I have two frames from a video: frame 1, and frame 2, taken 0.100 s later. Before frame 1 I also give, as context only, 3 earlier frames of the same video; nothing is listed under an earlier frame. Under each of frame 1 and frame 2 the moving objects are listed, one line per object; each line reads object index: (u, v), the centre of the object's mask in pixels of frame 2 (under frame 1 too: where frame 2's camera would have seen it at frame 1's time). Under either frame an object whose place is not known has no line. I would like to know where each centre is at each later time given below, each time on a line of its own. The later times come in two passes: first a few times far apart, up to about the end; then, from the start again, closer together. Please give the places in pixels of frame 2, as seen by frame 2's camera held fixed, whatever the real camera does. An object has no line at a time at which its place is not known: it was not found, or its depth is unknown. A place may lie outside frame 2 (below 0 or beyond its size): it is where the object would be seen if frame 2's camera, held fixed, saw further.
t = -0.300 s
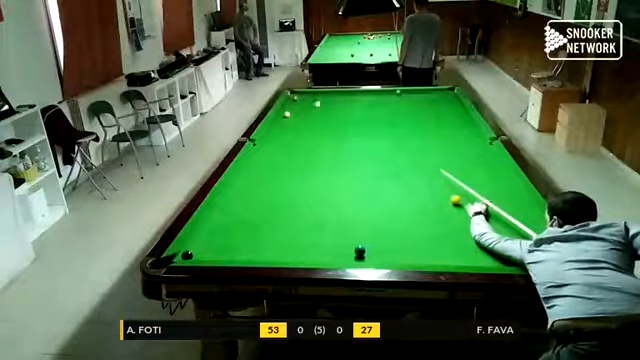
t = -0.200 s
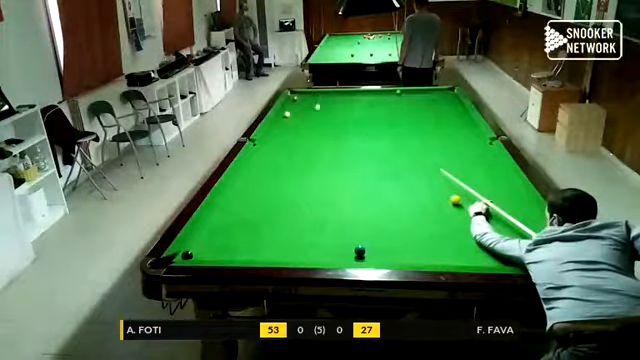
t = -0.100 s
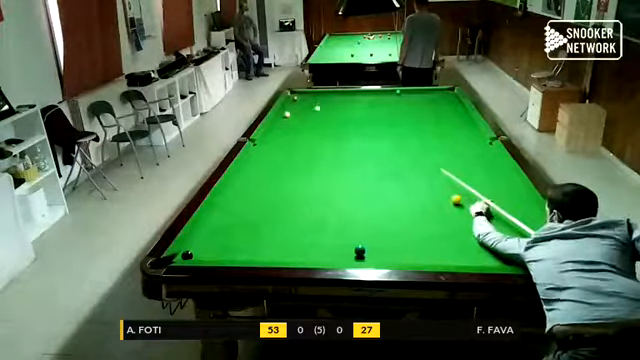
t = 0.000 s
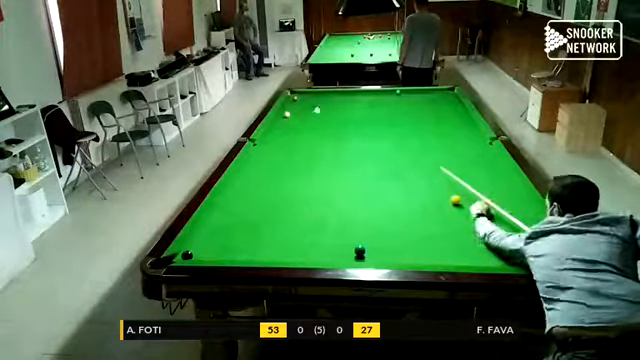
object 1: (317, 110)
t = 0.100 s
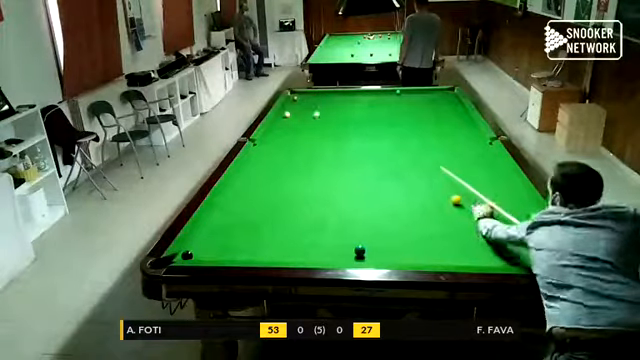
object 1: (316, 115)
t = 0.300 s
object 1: (316, 120)
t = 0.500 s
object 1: (315, 124)
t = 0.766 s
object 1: (314, 130)
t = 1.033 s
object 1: (313, 136)
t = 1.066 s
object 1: (313, 138)
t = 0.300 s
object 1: (316, 120)
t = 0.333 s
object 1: (316, 121)
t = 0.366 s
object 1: (316, 121)
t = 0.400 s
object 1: (316, 121)
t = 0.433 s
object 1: (315, 123)
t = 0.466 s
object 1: (315, 123)
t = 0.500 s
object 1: (315, 124)
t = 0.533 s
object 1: (315, 125)
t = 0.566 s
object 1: (315, 125)
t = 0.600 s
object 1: (315, 125)
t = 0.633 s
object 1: (315, 126)
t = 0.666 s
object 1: (315, 126)
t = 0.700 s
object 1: (314, 129)
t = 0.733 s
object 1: (314, 129)
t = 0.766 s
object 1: (314, 130)
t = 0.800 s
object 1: (314, 131)
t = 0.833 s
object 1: (314, 131)
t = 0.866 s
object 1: (313, 133)
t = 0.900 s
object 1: (313, 133)
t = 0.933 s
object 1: (314, 135)
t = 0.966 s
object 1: (314, 135)
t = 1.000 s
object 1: (313, 136)
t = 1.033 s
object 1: (313, 136)
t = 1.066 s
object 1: (313, 138)
